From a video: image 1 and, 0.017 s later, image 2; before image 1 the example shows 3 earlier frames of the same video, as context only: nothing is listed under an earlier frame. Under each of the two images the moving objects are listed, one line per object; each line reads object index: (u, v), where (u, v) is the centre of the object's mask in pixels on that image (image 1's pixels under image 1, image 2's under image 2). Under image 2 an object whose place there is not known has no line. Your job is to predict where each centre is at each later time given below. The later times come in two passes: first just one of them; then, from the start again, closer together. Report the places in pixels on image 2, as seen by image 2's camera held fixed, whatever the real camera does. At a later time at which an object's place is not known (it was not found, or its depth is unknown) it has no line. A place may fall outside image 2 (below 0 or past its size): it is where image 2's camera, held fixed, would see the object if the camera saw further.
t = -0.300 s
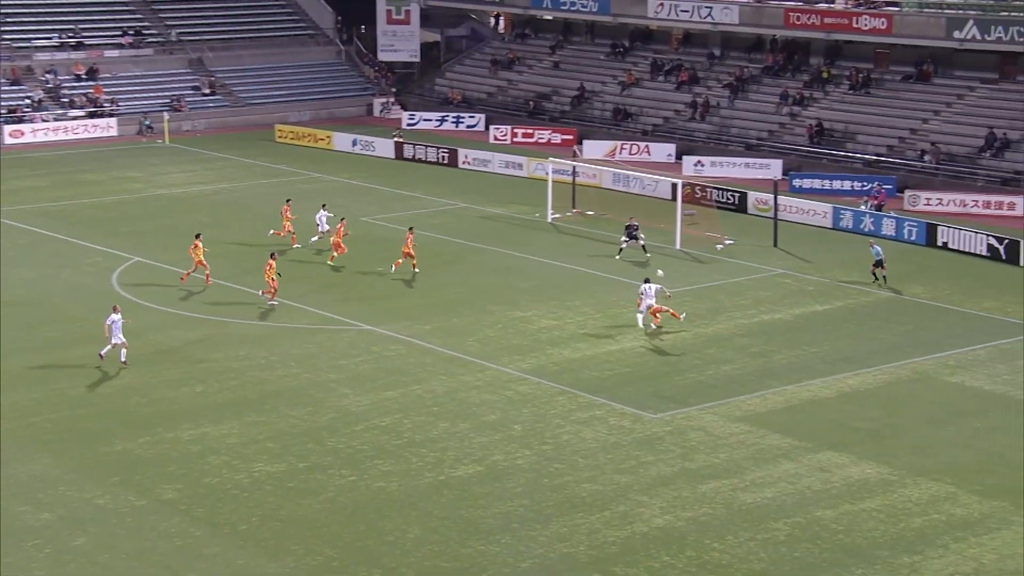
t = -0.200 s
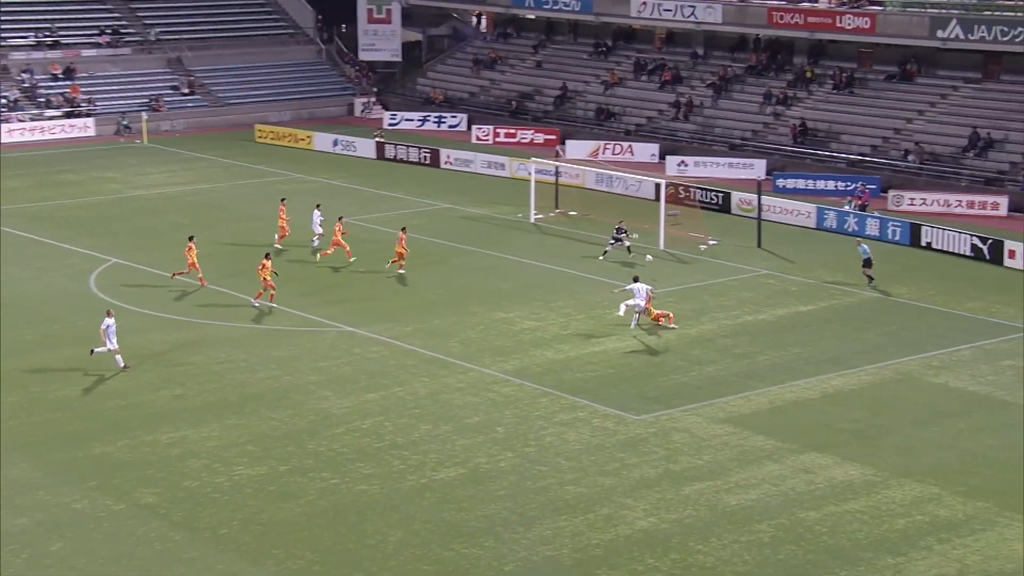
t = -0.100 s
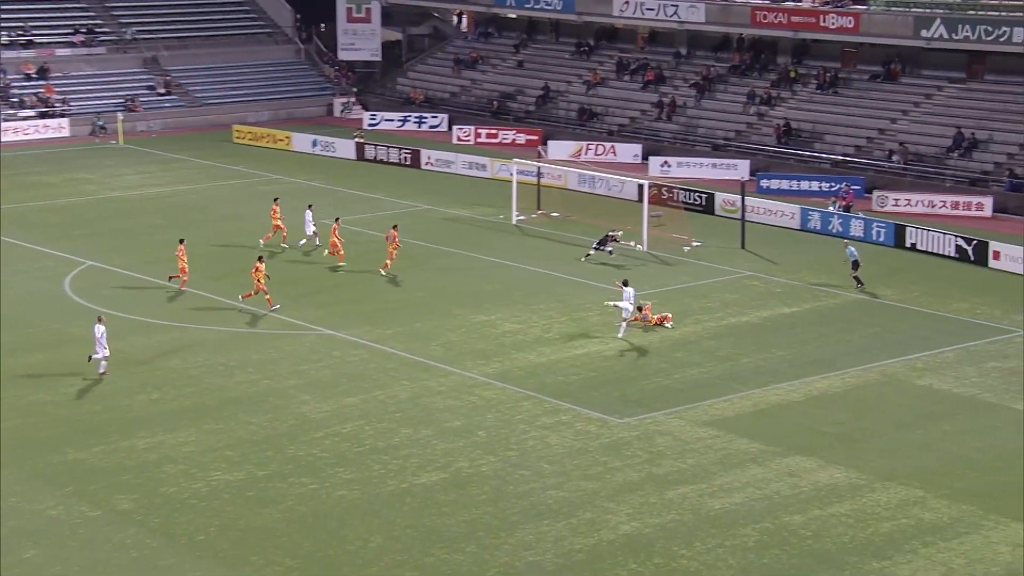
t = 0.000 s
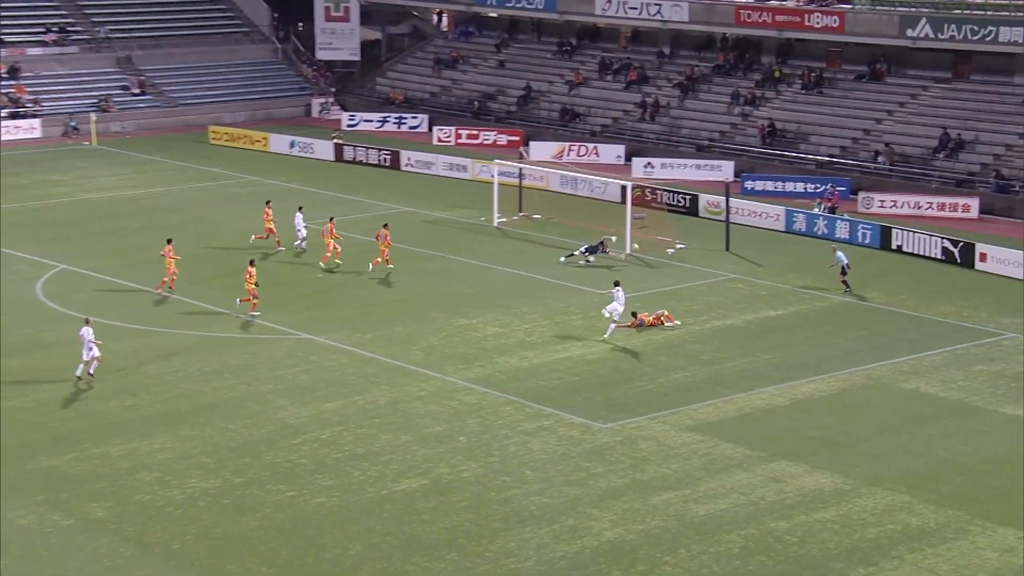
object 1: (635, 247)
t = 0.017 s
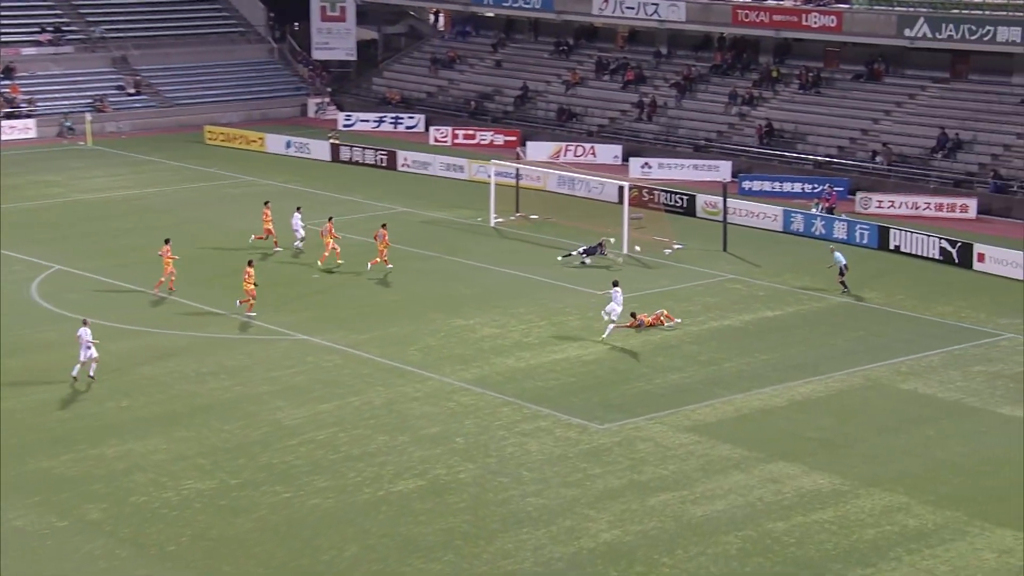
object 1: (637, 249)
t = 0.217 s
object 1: (700, 278)
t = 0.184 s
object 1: (689, 274)
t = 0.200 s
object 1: (695, 277)
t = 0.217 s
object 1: (700, 278)
